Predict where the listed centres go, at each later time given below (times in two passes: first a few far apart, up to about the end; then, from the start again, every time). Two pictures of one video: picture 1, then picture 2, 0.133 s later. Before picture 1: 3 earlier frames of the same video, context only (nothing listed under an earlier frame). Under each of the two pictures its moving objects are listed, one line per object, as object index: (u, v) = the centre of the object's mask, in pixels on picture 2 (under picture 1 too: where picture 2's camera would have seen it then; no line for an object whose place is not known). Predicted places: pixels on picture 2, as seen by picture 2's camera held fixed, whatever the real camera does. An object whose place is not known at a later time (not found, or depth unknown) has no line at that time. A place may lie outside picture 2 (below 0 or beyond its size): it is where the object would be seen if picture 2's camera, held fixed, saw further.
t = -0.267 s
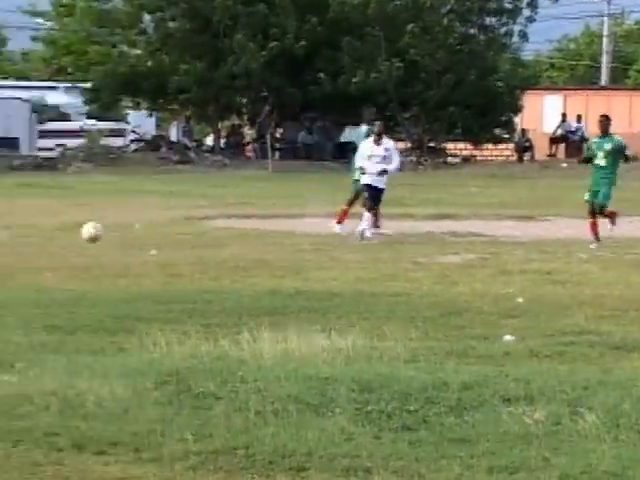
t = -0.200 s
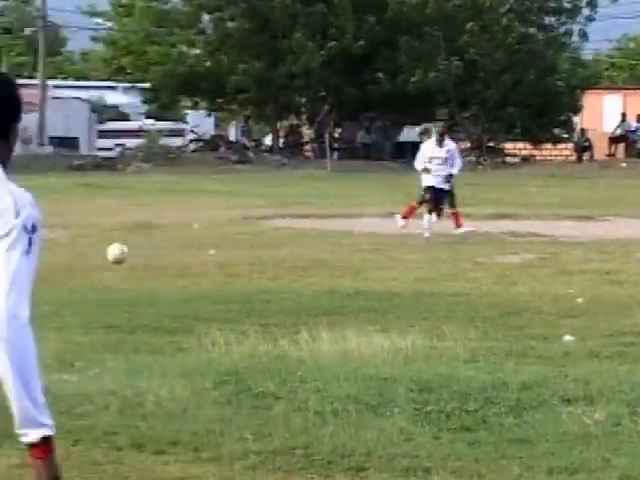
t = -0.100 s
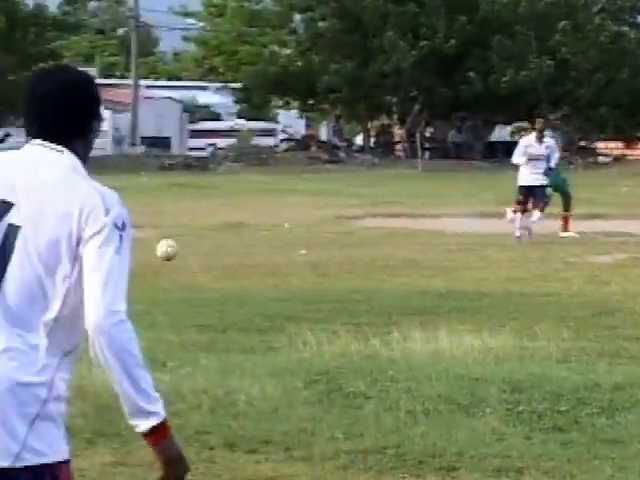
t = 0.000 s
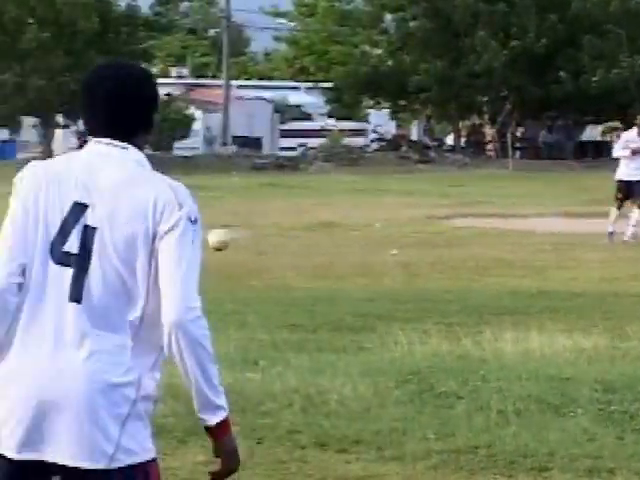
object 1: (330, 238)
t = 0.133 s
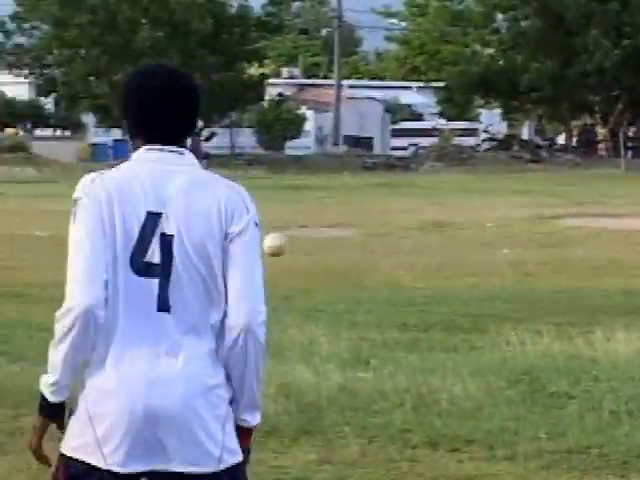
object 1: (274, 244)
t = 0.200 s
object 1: (244, 256)
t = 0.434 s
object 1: (150, 266)
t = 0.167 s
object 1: (259, 249)
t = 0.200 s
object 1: (244, 256)
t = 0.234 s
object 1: (229, 265)
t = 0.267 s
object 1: (215, 274)
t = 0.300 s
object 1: (200, 282)
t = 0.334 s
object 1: (188, 277)
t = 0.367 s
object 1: (175, 271)
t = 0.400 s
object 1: (163, 268)
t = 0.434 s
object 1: (150, 266)
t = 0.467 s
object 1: (136, 265)
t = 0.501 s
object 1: (123, 266)
